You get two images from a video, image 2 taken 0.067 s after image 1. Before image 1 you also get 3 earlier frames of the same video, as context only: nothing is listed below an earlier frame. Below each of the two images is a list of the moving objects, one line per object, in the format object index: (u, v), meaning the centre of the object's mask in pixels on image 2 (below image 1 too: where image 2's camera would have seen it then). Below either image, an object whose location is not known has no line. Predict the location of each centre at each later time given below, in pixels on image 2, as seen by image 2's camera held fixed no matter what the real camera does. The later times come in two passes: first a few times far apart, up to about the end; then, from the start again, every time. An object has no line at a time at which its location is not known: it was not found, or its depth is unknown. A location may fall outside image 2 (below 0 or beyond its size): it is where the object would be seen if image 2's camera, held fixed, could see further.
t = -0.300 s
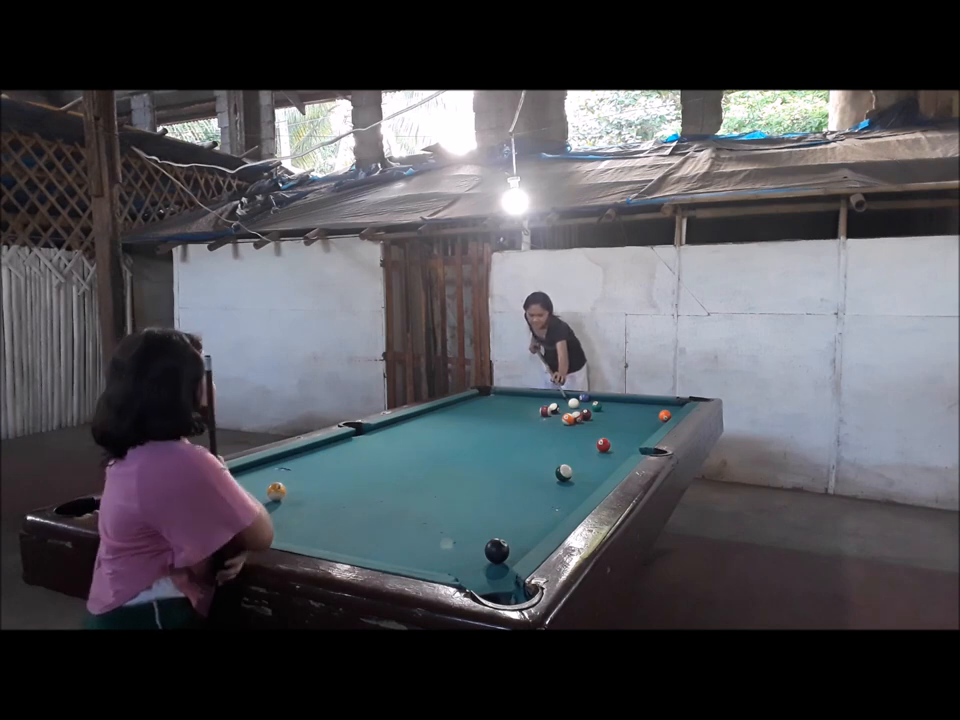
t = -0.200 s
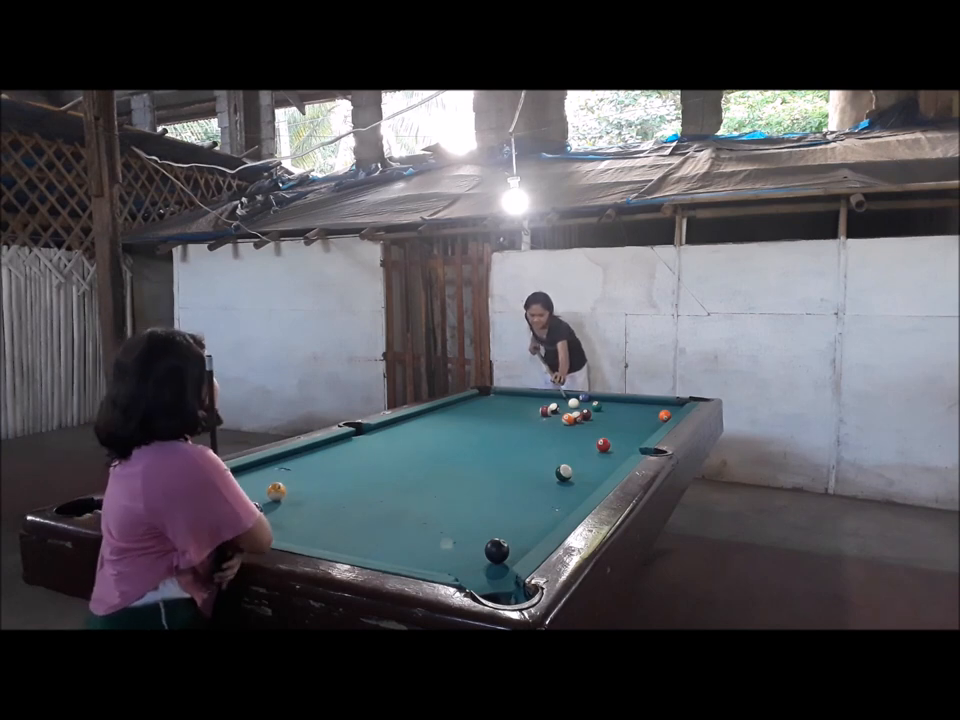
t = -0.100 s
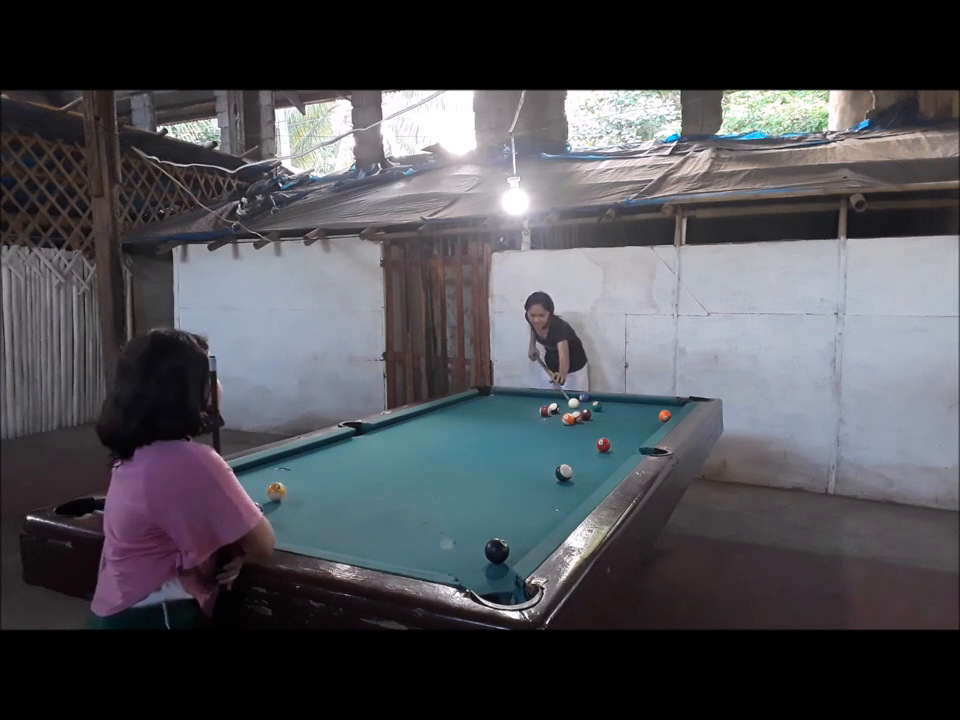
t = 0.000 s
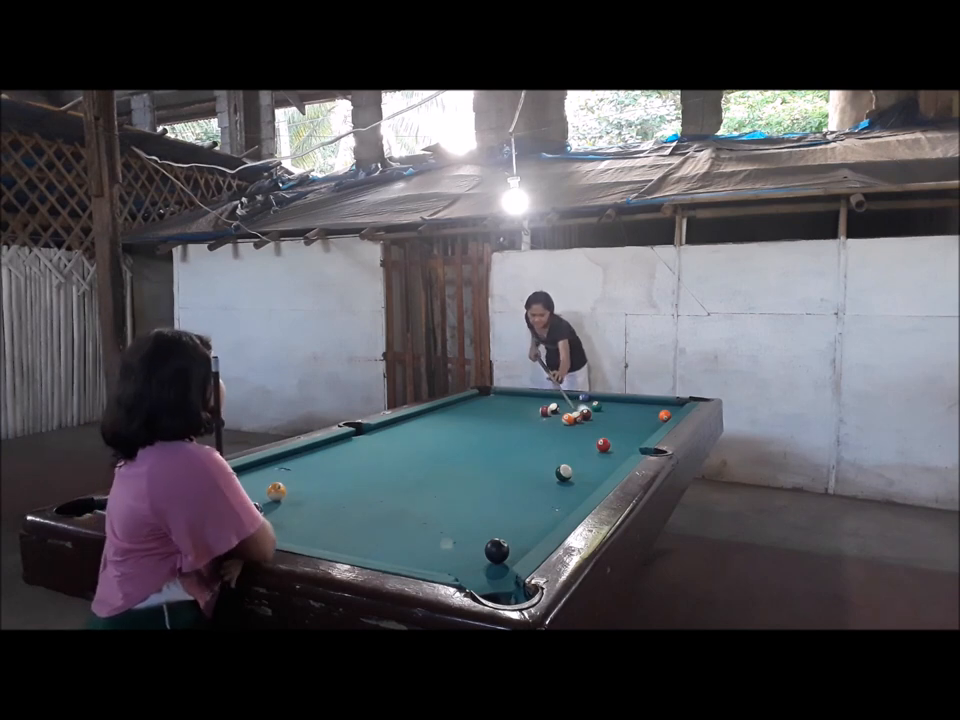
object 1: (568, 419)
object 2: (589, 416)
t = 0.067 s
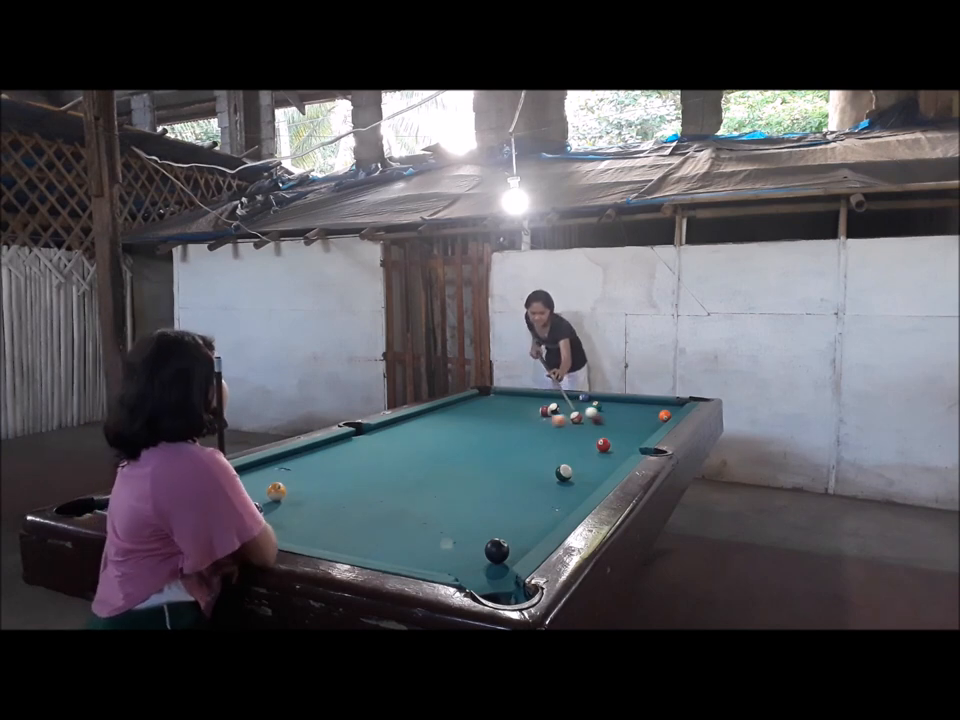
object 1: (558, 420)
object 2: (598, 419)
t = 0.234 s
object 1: (525, 426)
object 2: (637, 428)
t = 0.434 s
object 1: (485, 432)
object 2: (626, 431)
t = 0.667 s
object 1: (435, 440)
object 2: (591, 433)
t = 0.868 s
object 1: (389, 447)
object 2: (562, 435)
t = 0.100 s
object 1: (551, 422)
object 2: (606, 421)
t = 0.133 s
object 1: (544, 423)
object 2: (614, 422)
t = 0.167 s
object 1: (537, 424)
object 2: (622, 424)
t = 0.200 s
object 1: (531, 425)
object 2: (629, 427)
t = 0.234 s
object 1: (525, 426)
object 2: (637, 428)
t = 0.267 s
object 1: (519, 427)
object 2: (645, 429)
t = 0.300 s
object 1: (512, 428)
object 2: (649, 430)
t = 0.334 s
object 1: (505, 429)
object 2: (644, 431)
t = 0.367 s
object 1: (498, 430)
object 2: (638, 431)
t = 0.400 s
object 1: (492, 431)
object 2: (632, 431)
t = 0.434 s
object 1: (485, 432)
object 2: (626, 431)
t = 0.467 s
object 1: (478, 433)
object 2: (622, 432)
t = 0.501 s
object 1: (471, 434)
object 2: (617, 432)
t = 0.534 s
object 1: (464, 435)
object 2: (612, 432)
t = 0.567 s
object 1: (457, 437)
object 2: (606, 432)
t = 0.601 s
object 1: (449, 437)
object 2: (601, 432)
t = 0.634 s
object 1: (442, 439)
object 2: (596, 433)
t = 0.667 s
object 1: (435, 440)
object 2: (591, 433)
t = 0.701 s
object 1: (428, 441)
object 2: (586, 434)
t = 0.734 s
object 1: (420, 443)
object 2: (581, 434)
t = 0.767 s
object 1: (412, 444)
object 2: (577, 434)
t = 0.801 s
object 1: (404, 445)
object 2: (572, 434)
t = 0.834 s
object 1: (396, 446)
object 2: (567, 434)
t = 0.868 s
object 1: (389, 447)
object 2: (562, 435)
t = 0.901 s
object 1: (382, 448)
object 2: (557, 436)
